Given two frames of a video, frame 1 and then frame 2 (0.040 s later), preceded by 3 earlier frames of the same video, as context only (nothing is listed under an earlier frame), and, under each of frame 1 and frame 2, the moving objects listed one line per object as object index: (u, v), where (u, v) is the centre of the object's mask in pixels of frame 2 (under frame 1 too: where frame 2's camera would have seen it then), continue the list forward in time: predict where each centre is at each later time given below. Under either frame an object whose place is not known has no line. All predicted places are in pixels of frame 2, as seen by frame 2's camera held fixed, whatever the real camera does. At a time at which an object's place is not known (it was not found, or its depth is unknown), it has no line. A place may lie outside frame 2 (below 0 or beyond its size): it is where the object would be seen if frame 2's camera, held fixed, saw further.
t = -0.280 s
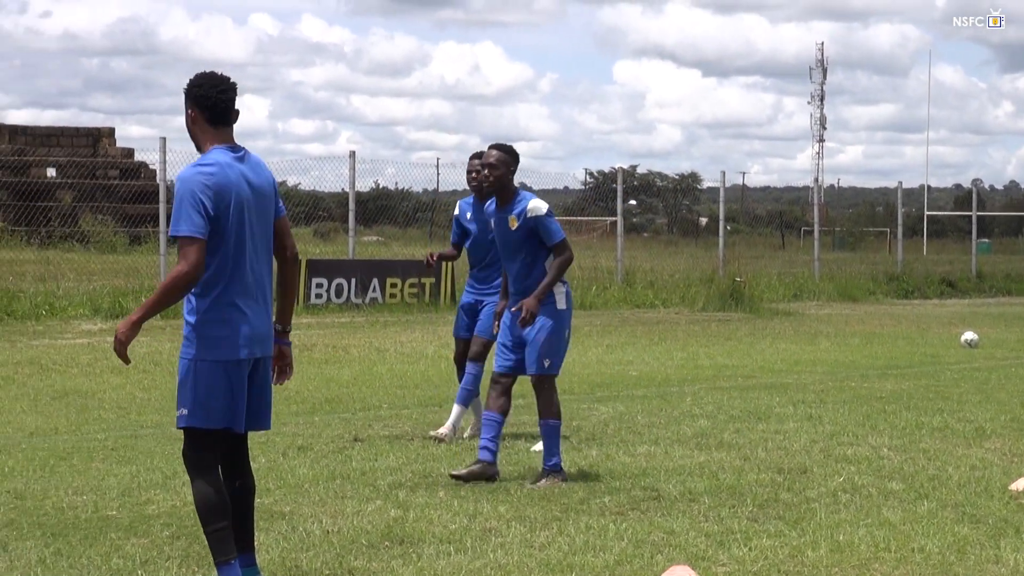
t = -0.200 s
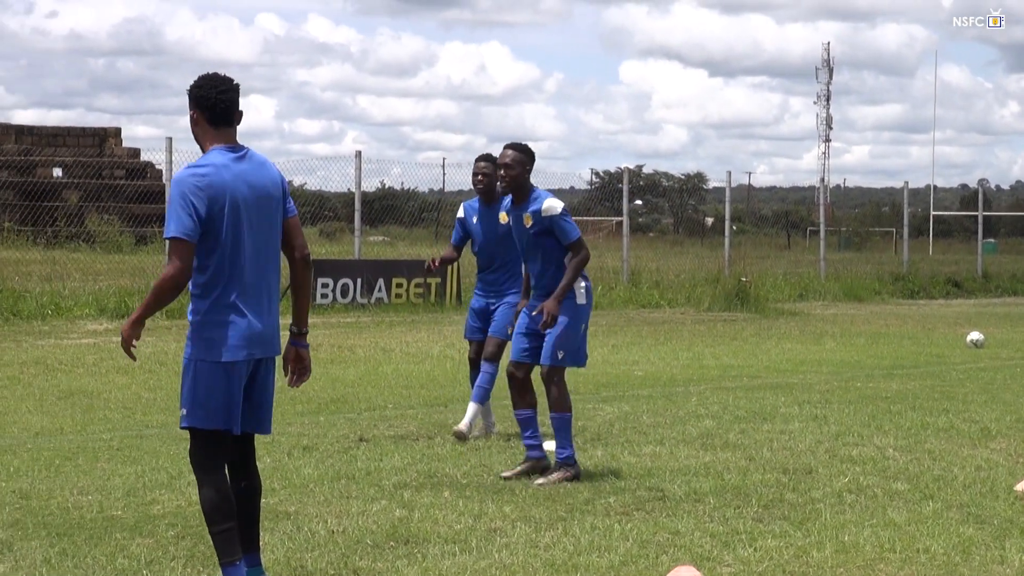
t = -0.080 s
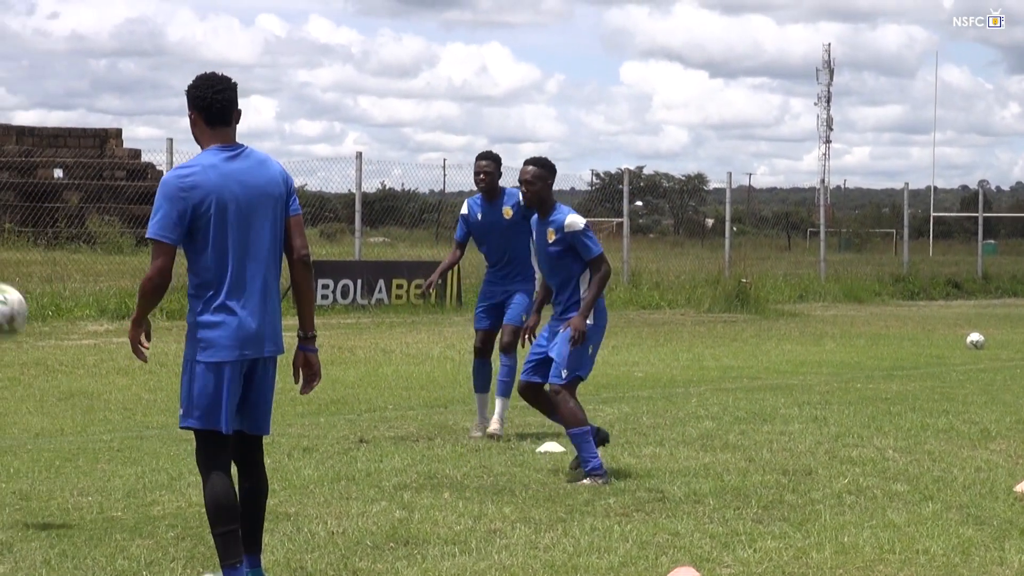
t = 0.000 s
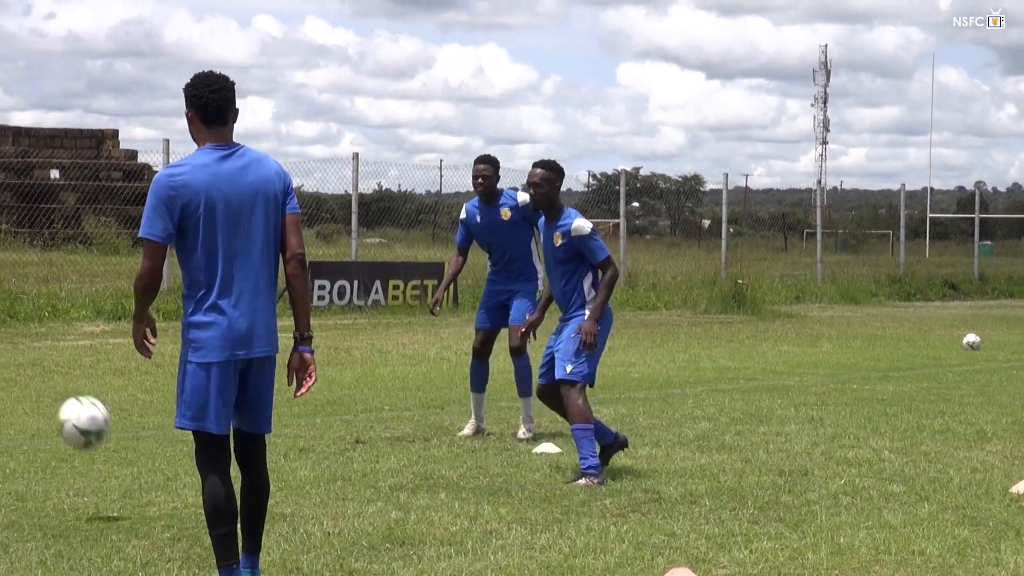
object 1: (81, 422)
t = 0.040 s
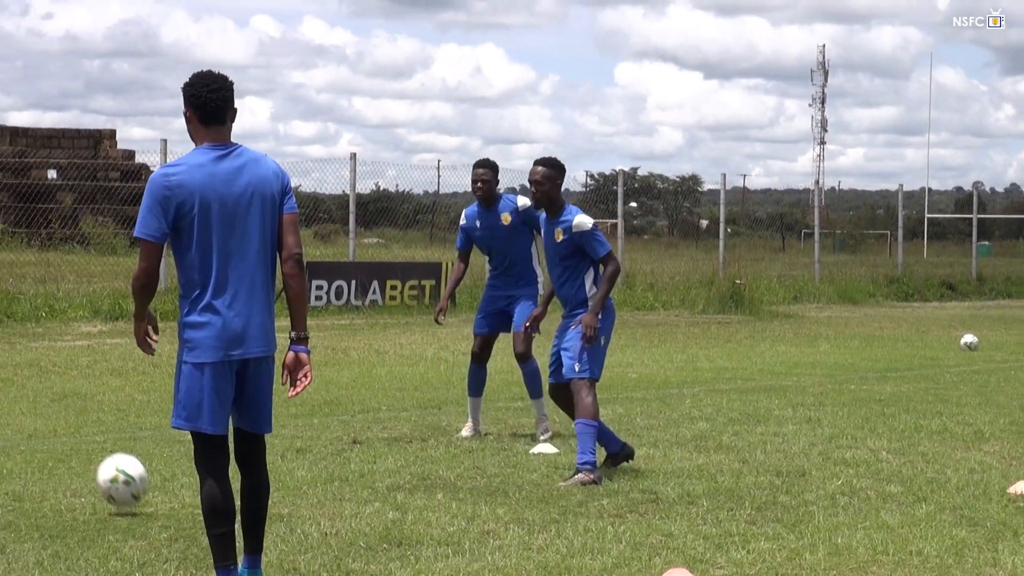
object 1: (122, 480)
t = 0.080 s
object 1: (154, 472)
